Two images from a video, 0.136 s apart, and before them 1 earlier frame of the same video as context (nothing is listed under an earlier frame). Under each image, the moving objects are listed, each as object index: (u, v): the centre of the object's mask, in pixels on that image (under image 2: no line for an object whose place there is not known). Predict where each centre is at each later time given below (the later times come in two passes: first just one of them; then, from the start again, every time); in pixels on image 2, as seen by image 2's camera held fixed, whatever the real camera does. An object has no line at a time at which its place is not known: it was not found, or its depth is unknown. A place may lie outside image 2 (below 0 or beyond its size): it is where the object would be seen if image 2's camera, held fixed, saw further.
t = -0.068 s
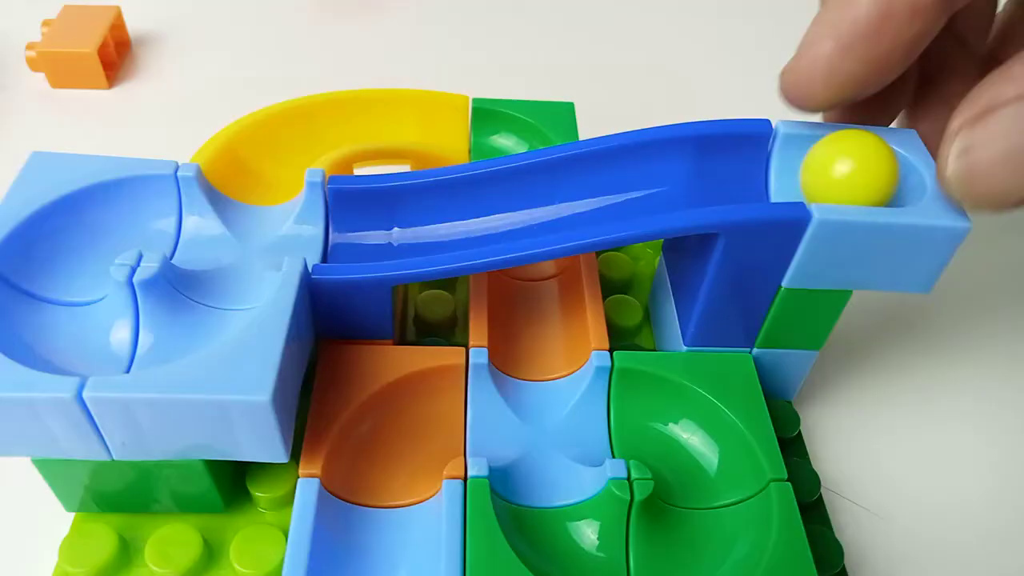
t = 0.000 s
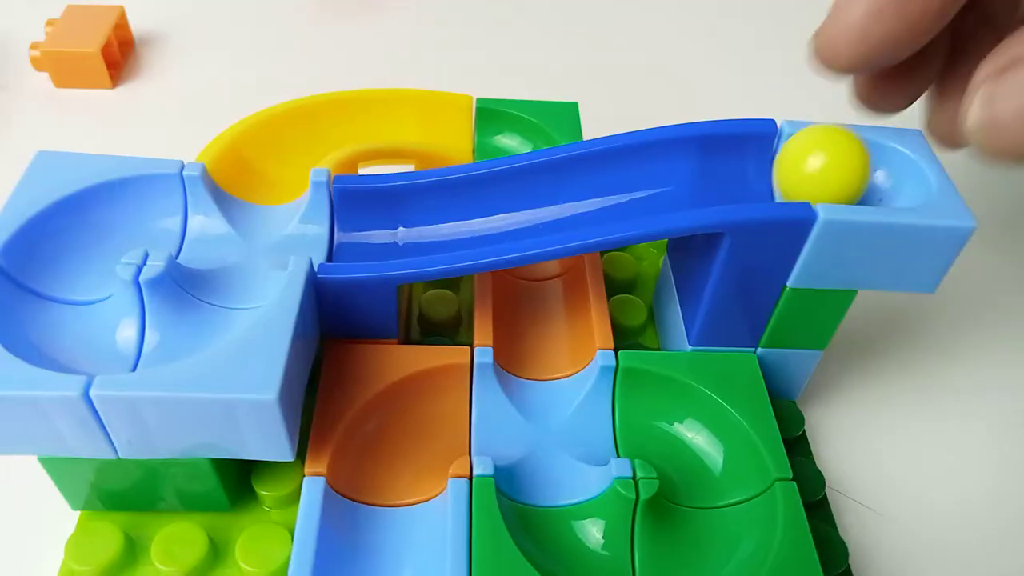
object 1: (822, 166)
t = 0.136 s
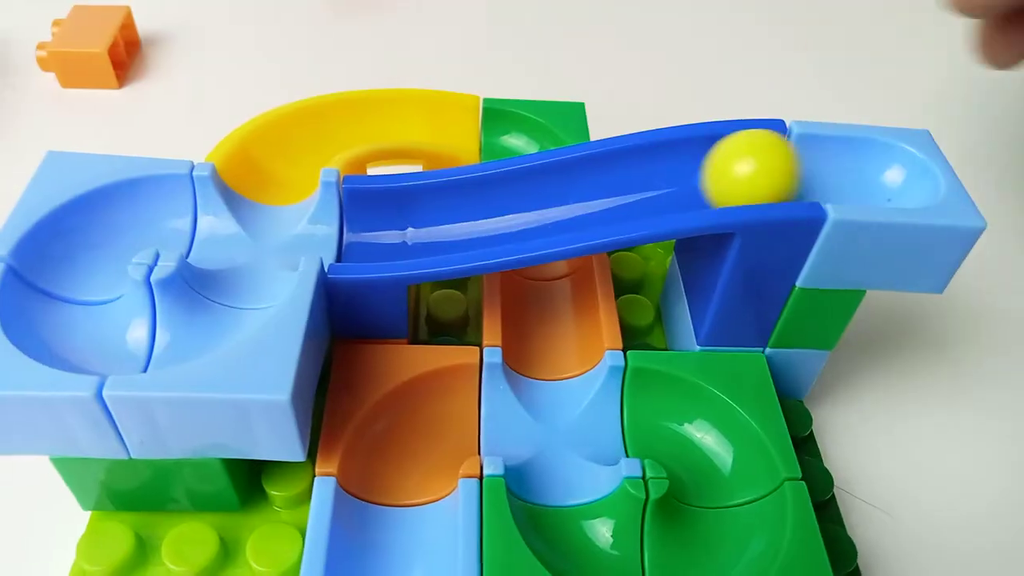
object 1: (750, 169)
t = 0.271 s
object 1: (567, 194)
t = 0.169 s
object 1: (718, 168)
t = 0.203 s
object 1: (681, 177)
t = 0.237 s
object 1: (631, 184)
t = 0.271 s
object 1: (567, 194)
